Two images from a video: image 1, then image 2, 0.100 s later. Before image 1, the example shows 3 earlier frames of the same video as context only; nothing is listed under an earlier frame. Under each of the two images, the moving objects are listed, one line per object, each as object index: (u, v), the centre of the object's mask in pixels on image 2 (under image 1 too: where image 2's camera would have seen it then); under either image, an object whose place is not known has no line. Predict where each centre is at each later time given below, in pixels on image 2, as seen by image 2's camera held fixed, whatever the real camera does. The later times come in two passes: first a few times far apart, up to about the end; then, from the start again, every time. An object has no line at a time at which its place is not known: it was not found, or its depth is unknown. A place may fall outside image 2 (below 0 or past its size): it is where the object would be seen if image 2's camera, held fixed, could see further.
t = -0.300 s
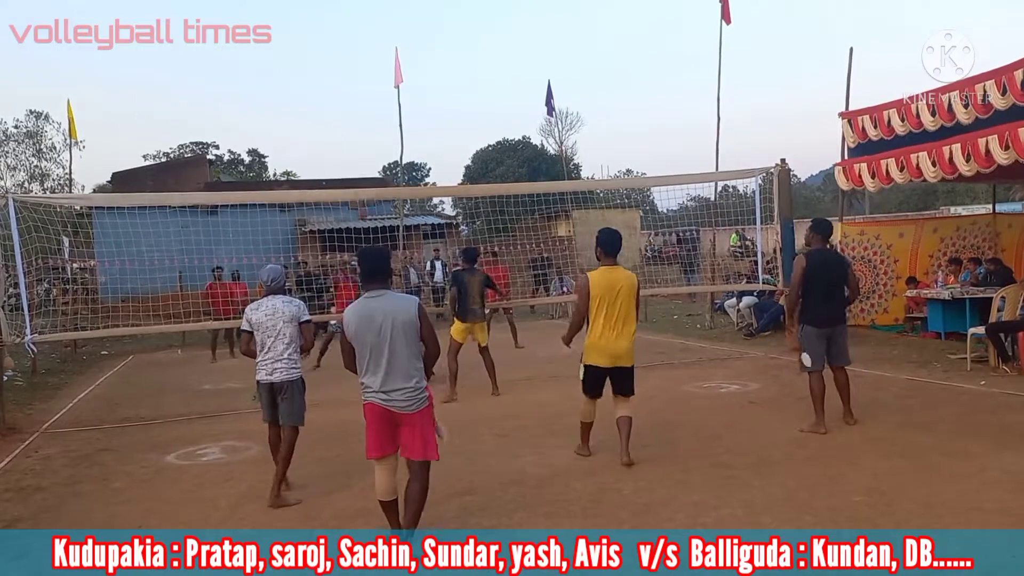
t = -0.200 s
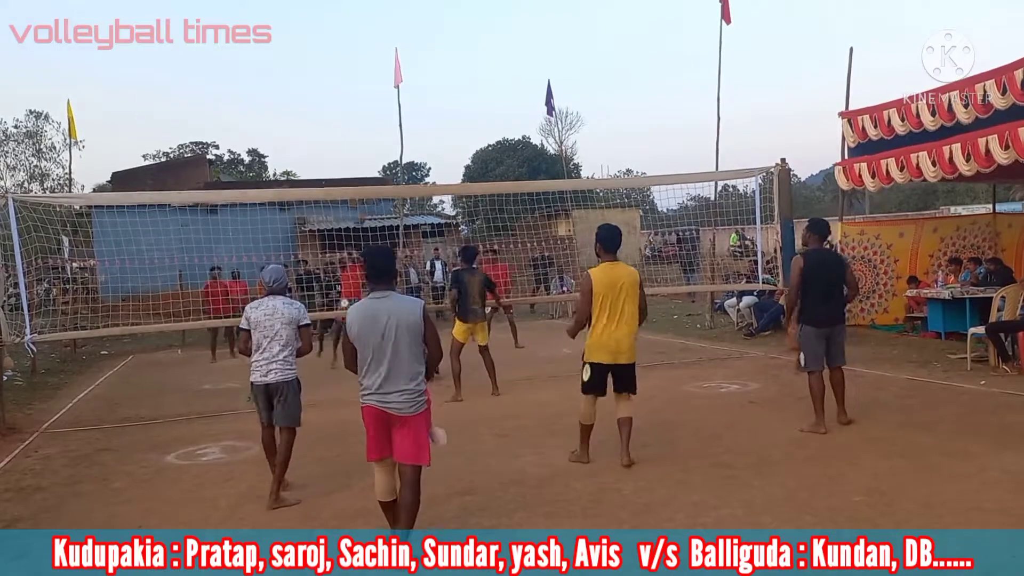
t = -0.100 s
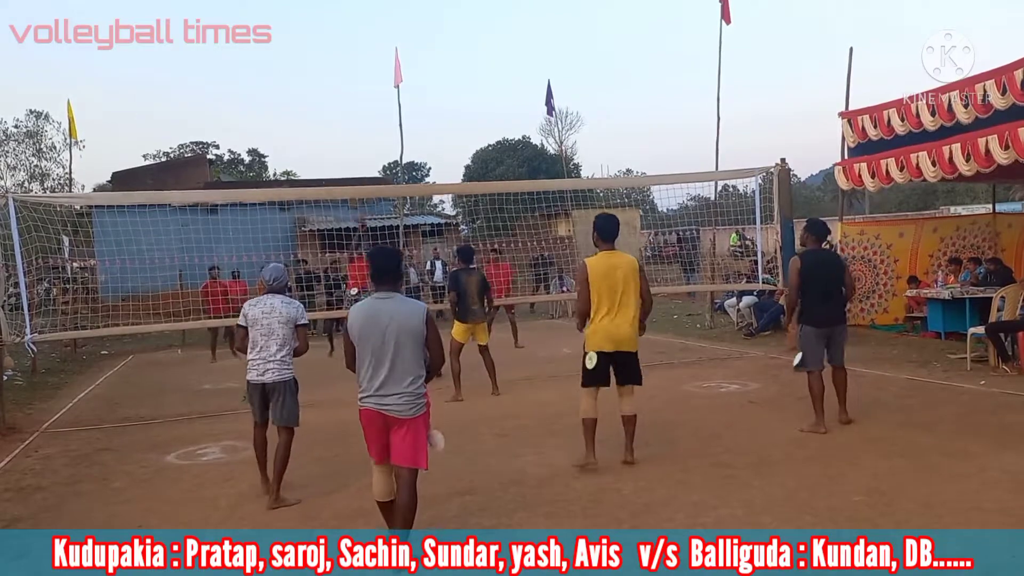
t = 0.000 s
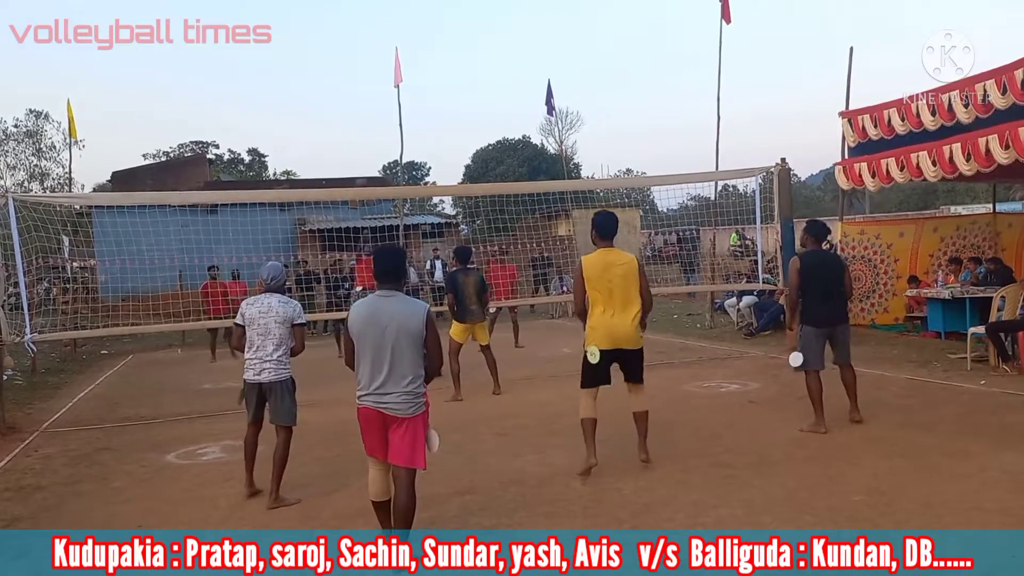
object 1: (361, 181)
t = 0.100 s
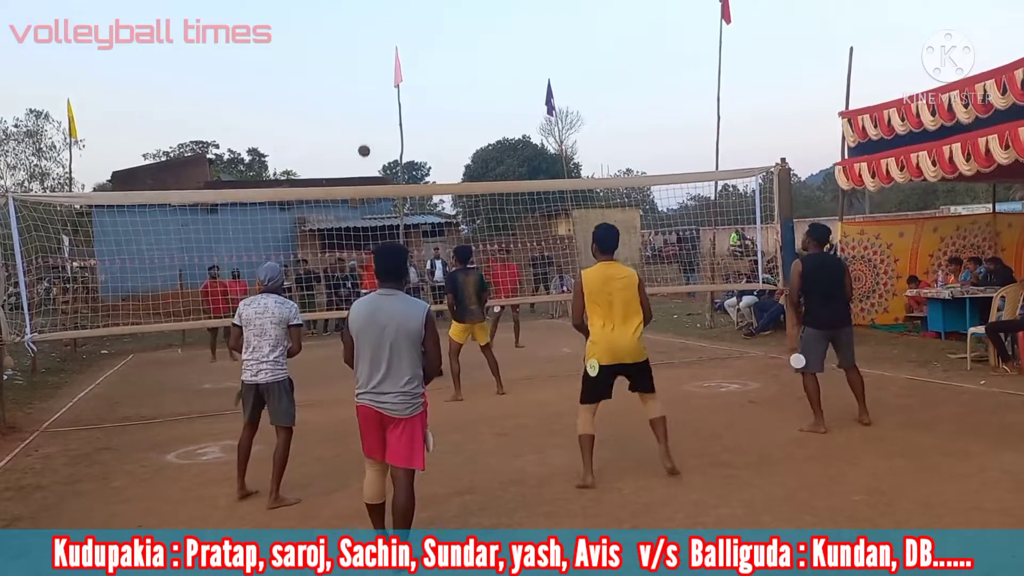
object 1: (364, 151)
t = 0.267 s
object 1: (369, 104)
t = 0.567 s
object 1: (383, 57)
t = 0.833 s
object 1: (404, 92)
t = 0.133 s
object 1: (365, 140)
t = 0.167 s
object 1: (366, 131)
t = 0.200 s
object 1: (367, 122)
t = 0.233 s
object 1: (368, 112)
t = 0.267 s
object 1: (369, 104)
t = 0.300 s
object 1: (370, 96)
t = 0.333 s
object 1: (372, 89)
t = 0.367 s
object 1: (373, 82)
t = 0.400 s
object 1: (374, 76)
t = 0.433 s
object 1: (376, 71)
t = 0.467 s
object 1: (377, 66)
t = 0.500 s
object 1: (379, 63)
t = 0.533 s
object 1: (381, 59)
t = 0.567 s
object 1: (383, 57)
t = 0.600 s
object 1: (385, 57)
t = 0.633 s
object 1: (387, 57)
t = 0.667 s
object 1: (389, 58)
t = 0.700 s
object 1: (392, 62)
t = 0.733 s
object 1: (394, 67)
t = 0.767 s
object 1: (397, 73)
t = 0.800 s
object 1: (401, 81)
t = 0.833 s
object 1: (404, 92)
